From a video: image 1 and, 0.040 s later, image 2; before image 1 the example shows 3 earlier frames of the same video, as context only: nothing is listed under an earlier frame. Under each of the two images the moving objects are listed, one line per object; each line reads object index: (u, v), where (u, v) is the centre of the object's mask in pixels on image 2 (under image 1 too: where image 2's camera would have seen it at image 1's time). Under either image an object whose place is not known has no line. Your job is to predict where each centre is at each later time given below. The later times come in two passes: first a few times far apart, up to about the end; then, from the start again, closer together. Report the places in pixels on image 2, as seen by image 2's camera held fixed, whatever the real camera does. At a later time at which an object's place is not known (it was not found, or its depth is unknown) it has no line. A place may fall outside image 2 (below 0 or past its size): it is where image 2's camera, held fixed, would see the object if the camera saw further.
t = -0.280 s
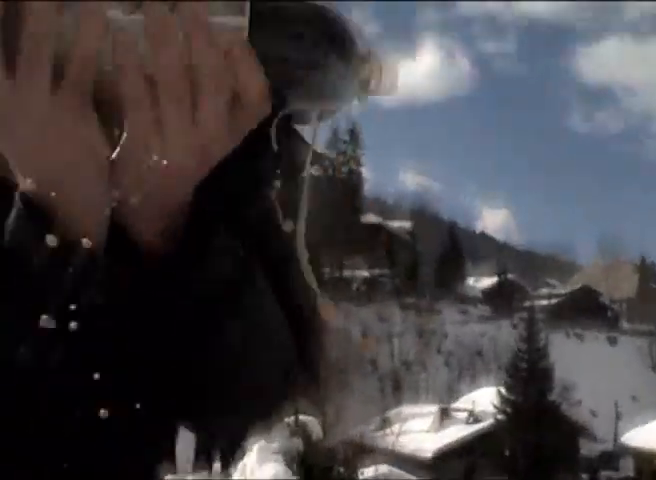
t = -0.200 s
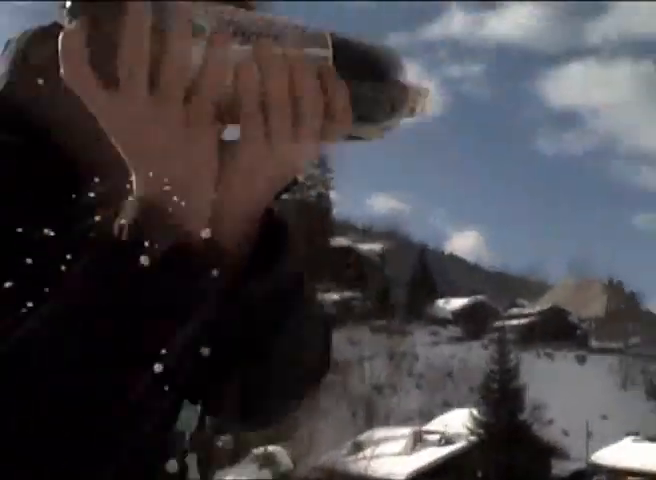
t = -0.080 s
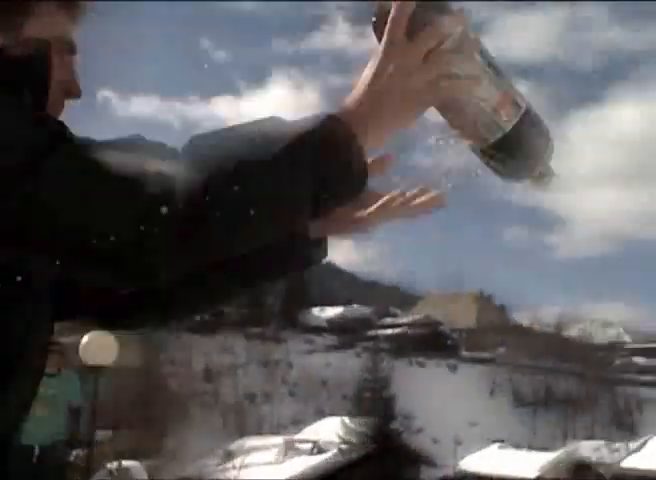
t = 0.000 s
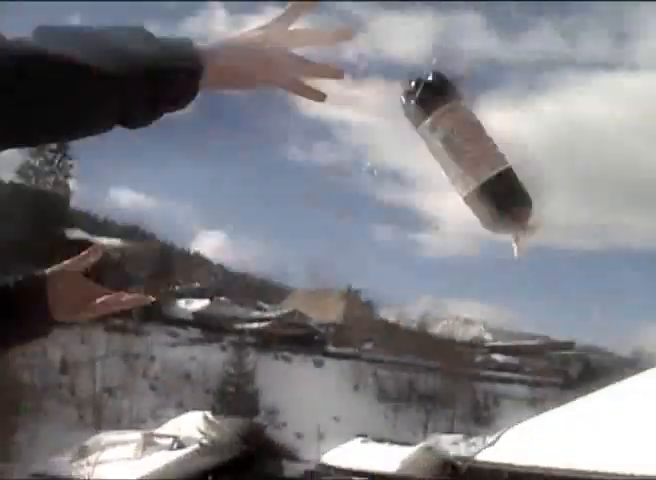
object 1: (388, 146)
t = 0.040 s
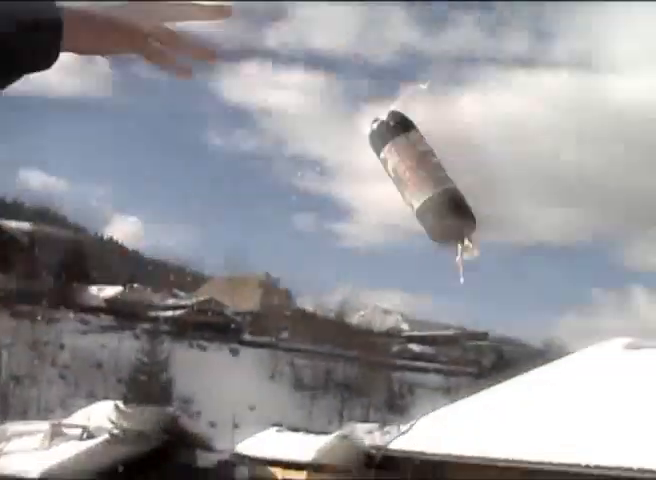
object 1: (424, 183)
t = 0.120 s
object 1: (475, 244)
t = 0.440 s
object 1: (610, 490)
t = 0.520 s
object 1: (647, 555)
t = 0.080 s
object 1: (452, 217)
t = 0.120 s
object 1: (475, 244)
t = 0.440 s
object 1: (610, 490)
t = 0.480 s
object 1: (629, 518)
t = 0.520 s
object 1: (647, 555)
